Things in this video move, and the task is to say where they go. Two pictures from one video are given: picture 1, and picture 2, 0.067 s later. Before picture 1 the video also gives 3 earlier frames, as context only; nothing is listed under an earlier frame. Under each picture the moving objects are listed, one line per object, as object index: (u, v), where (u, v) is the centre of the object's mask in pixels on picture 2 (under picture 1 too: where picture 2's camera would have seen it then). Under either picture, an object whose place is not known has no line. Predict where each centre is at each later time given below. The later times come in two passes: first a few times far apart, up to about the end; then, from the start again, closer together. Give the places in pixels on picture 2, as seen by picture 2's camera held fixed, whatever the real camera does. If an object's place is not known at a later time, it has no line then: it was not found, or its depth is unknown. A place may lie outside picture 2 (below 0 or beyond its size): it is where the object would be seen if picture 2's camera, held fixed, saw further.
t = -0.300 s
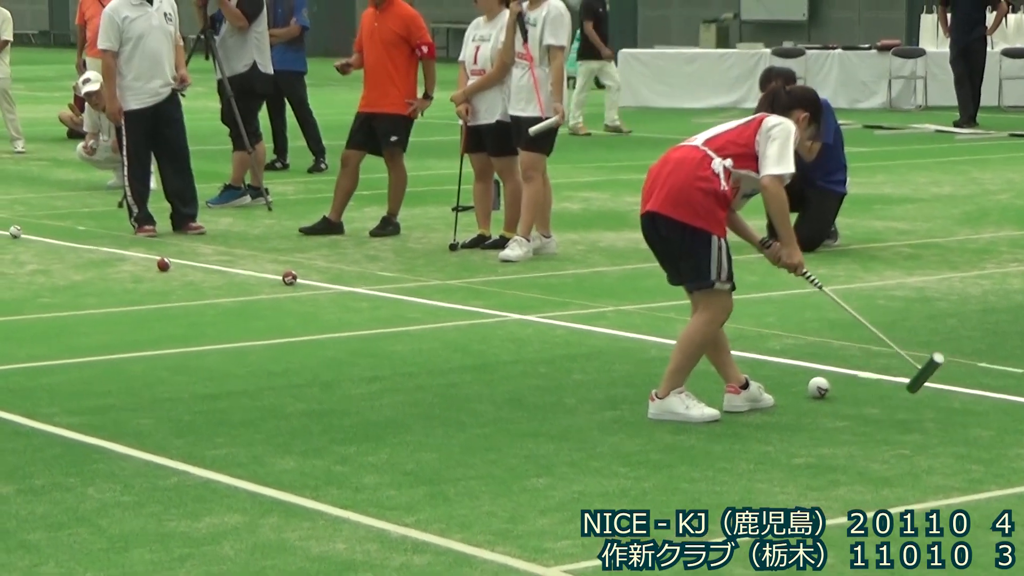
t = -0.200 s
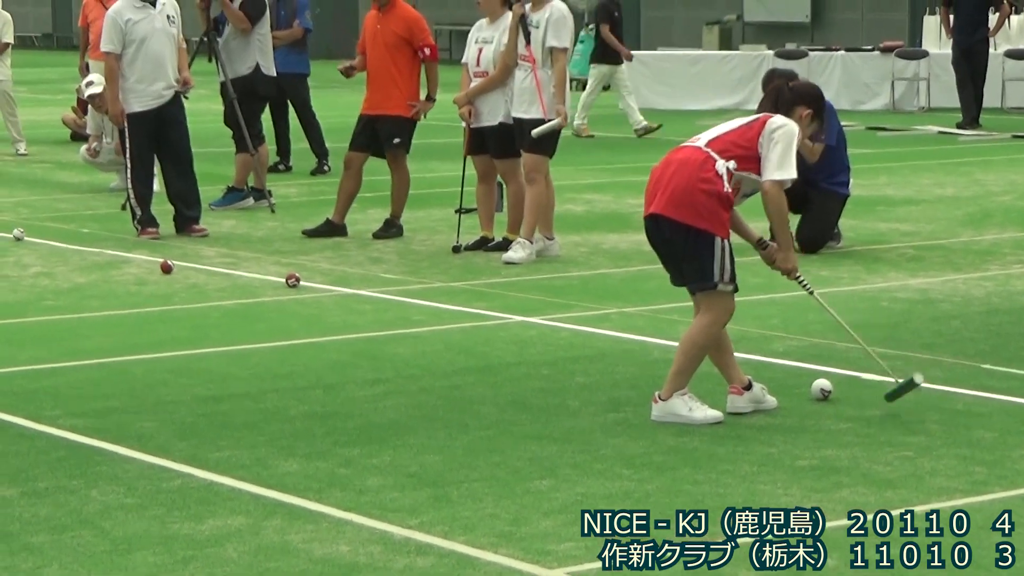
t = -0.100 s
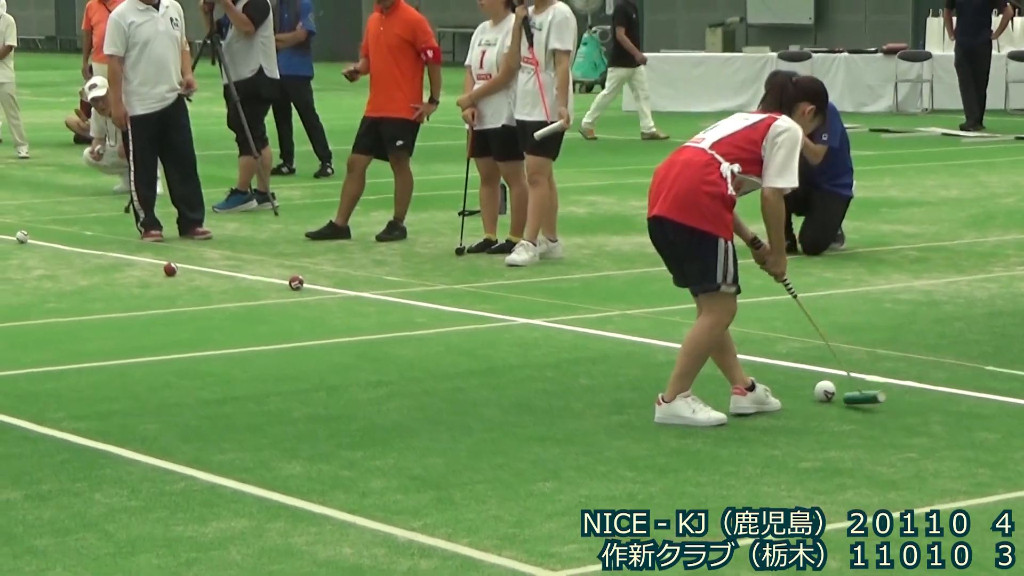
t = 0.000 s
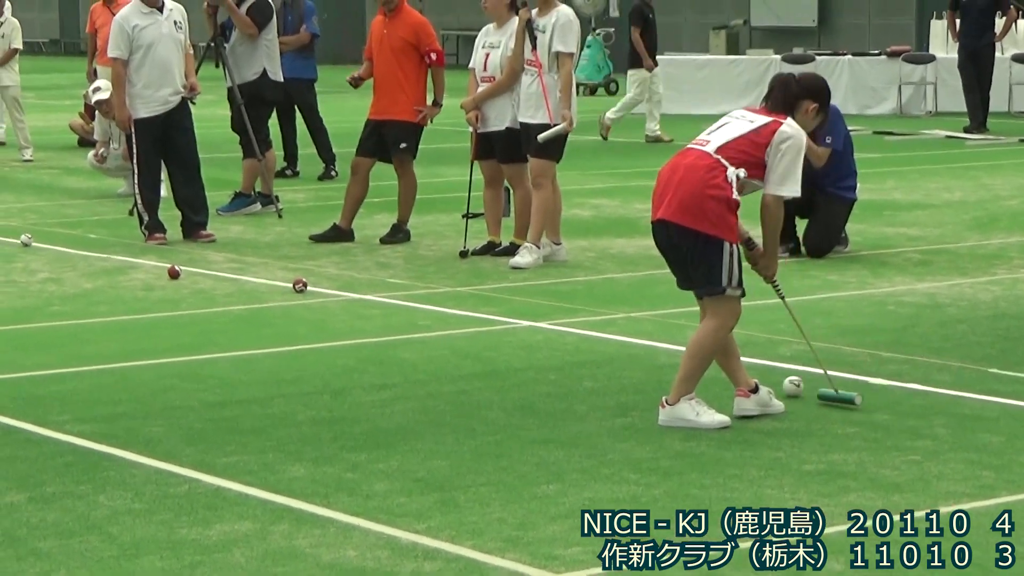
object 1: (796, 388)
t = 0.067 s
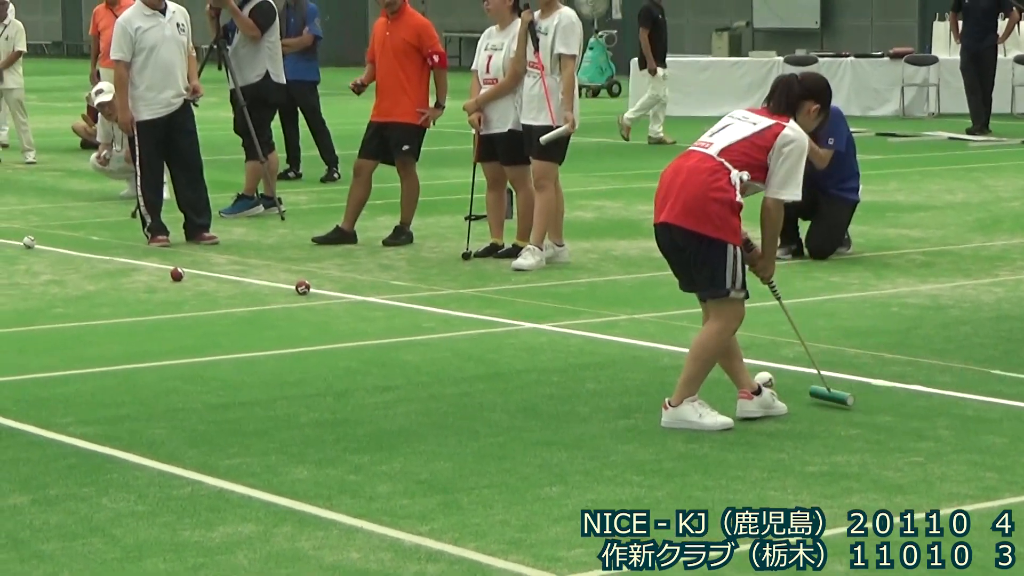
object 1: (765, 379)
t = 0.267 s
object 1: (680, 366)
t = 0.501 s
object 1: (611, 353)
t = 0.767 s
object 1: (538, 338)
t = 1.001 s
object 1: (483, 329)
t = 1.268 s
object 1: (427, 318)
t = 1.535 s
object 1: (380, 309)
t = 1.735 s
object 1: (349, 304)
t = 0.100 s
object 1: (753, 375)
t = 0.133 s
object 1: (728, 381)
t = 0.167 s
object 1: (719, 376)
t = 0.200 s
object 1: (713, 375)
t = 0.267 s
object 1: (680, 366)
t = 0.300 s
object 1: (672, 365)
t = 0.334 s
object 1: (661, 363)
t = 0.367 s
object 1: (651, 361)
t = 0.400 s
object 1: (641, 359)
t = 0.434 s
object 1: (630, 357)
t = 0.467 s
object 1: (620, 355)
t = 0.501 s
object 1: (611, 353)
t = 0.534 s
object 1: (601, 351)
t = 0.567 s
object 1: (591, 349)
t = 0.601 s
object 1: (582, 347)
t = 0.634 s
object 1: (573, 346)
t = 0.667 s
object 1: (564, 343)
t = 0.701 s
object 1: (556, 342)
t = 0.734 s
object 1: (547, 340)
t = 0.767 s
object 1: (538, 338)
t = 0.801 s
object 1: (530, 337)
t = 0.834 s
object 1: (522, 335)
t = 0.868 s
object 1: (514, 334)
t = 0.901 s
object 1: (505, 333)
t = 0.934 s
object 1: (498, 331)
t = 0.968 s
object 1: (490, 330)
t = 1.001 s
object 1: (483, 329)
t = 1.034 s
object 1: (475, 327)
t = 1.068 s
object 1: (468, 325)
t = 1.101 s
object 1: (461, 324)
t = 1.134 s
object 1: (454, 324)
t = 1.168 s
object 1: (447, 322)
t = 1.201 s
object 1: (440, 320)
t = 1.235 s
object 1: (434, 319)
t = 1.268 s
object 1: (427, 318)
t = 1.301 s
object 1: (420, 317)
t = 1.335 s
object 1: (415, 315)
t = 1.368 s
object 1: (408, 314)
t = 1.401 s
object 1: (403, 313)
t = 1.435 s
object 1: (397, 312)
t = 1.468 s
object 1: (391, 311)
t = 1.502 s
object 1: (385, 310)
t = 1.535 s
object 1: (380, 309)
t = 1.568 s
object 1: (374, 308)
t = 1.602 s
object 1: (369, 307)
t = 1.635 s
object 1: (363, 306)
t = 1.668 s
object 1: (358, 305)
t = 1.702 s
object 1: (354, 304)
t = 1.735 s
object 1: (349, 304)
